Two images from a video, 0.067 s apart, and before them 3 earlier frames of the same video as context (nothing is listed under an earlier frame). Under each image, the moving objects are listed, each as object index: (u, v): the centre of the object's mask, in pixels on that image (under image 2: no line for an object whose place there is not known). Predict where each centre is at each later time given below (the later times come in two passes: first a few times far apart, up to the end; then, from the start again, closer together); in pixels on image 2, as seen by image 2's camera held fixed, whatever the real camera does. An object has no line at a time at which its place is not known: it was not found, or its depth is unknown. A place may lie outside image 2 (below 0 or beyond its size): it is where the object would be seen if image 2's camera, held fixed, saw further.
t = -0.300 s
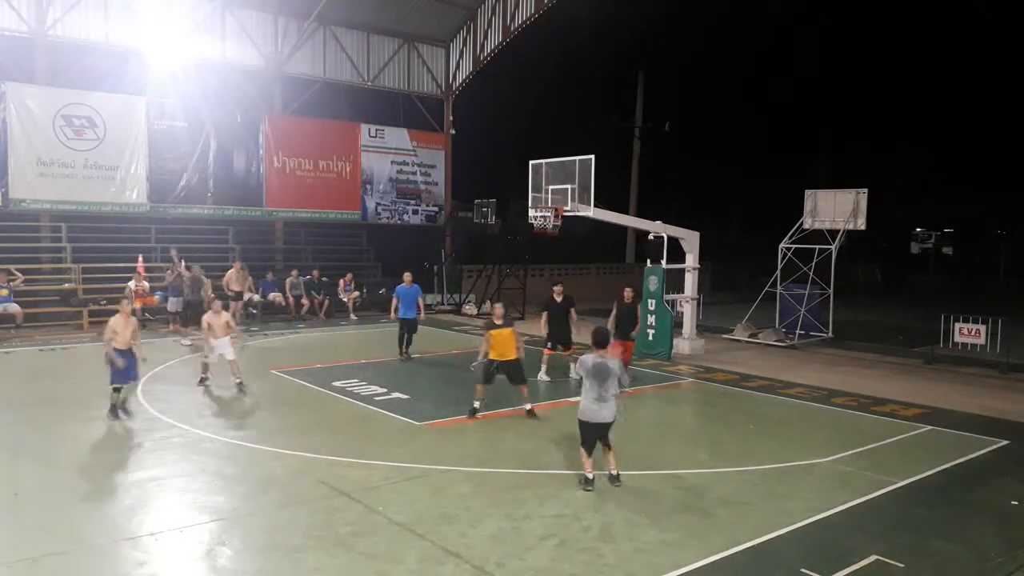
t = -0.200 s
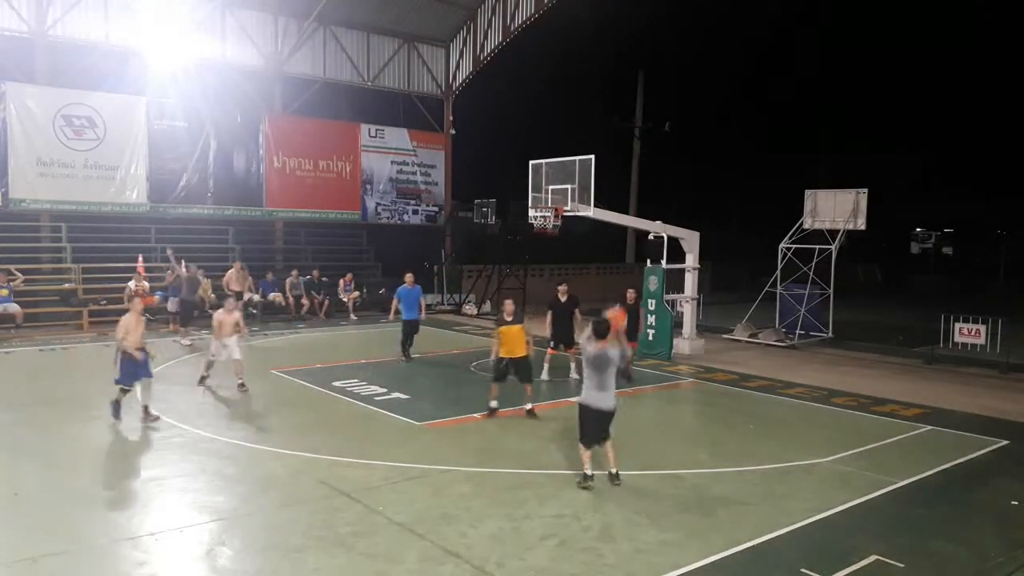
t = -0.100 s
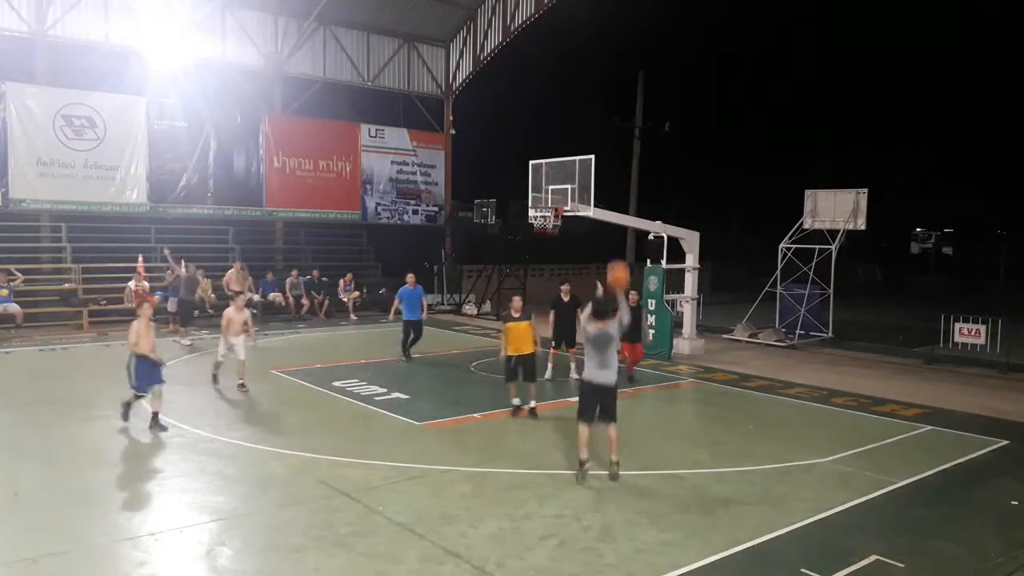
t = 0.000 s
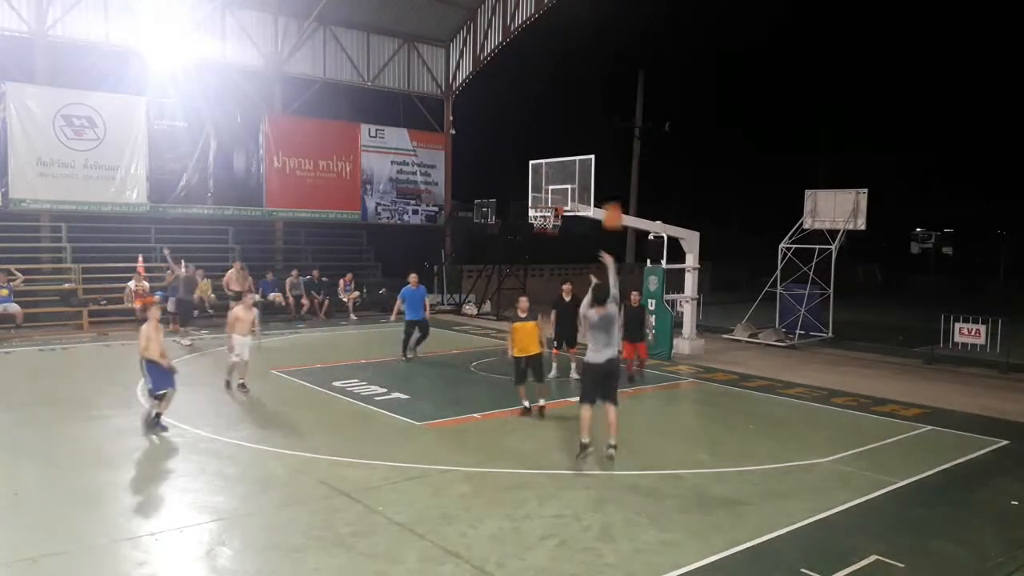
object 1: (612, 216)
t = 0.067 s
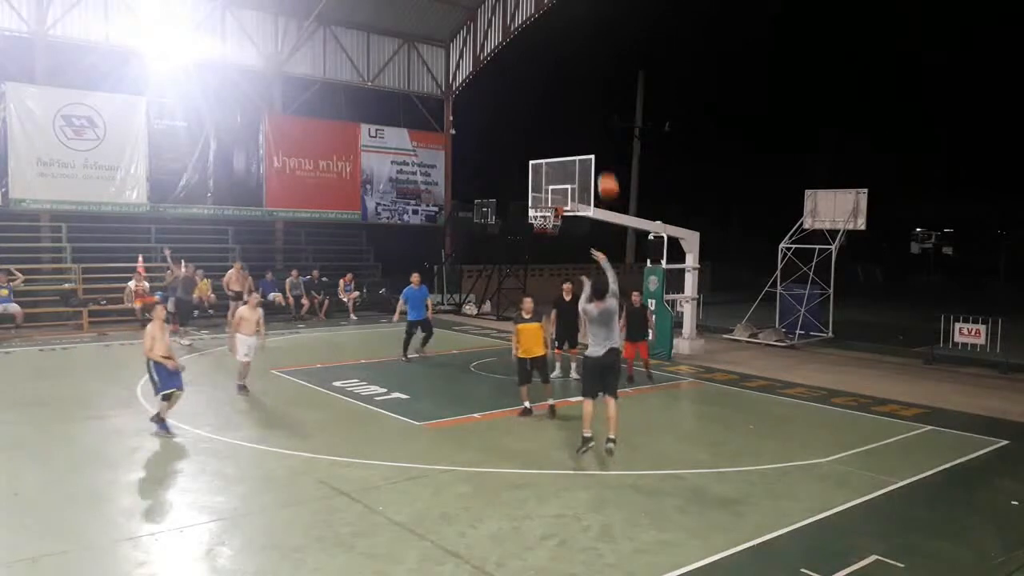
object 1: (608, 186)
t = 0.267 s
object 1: (597, 121)
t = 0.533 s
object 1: (584, 94)
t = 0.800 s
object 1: (574, 114)
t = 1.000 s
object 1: (567, 152)
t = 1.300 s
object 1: (531, 221)
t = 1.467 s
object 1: (519, 228)
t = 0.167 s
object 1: (602, 148)
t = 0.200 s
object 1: (600, 138)
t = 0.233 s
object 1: (598, 129)
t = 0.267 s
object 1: (597, 121)
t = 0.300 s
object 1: (595, 114)
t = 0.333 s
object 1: (593, 109)
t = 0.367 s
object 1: (592, 104)
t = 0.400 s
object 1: (591, 100)
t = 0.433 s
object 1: (589, 97)
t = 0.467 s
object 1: (587, 96)
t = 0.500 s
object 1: (585, 95)
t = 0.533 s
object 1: (584, 94)
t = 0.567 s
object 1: (582, 94)
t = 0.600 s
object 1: (581, 96)
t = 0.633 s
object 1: (580, 97)
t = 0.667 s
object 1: (579, 100)
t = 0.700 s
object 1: (578, 103)
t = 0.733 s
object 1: (576, 106)
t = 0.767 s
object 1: (575, 110)
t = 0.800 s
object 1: (574, 114)
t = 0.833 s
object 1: (573, 120)
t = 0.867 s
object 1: (571, 126)
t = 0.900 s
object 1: (570, 132)
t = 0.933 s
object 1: (569, 139)
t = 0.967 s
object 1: (567, 146)
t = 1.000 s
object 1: (567, 152)
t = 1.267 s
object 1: (530, 216)
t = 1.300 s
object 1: (531, 221)
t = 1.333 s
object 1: (528, 221)
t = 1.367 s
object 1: (525, 222)
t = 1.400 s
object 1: (523, 223)
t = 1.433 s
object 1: (521, 224)
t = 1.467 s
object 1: (519, 228)
